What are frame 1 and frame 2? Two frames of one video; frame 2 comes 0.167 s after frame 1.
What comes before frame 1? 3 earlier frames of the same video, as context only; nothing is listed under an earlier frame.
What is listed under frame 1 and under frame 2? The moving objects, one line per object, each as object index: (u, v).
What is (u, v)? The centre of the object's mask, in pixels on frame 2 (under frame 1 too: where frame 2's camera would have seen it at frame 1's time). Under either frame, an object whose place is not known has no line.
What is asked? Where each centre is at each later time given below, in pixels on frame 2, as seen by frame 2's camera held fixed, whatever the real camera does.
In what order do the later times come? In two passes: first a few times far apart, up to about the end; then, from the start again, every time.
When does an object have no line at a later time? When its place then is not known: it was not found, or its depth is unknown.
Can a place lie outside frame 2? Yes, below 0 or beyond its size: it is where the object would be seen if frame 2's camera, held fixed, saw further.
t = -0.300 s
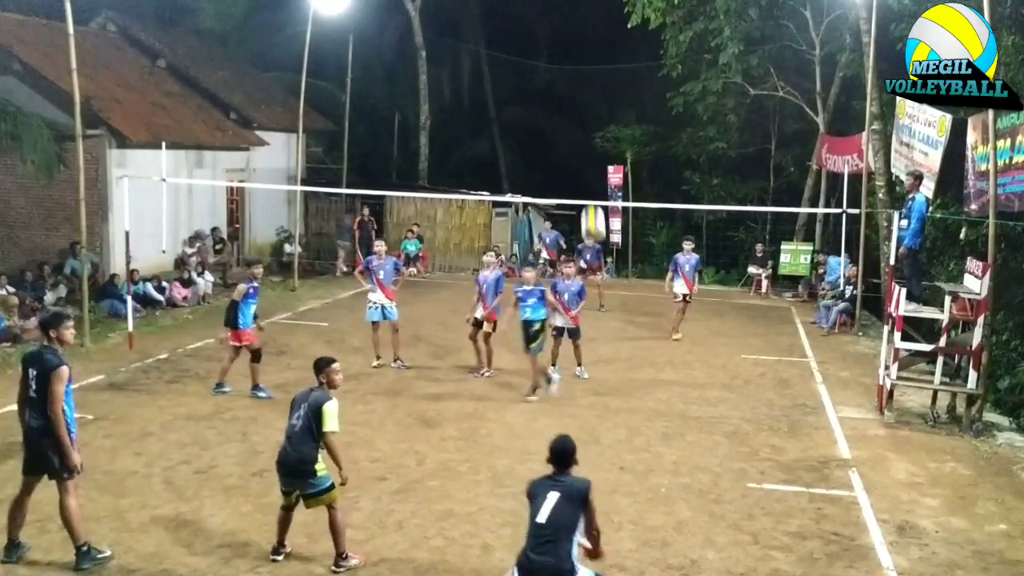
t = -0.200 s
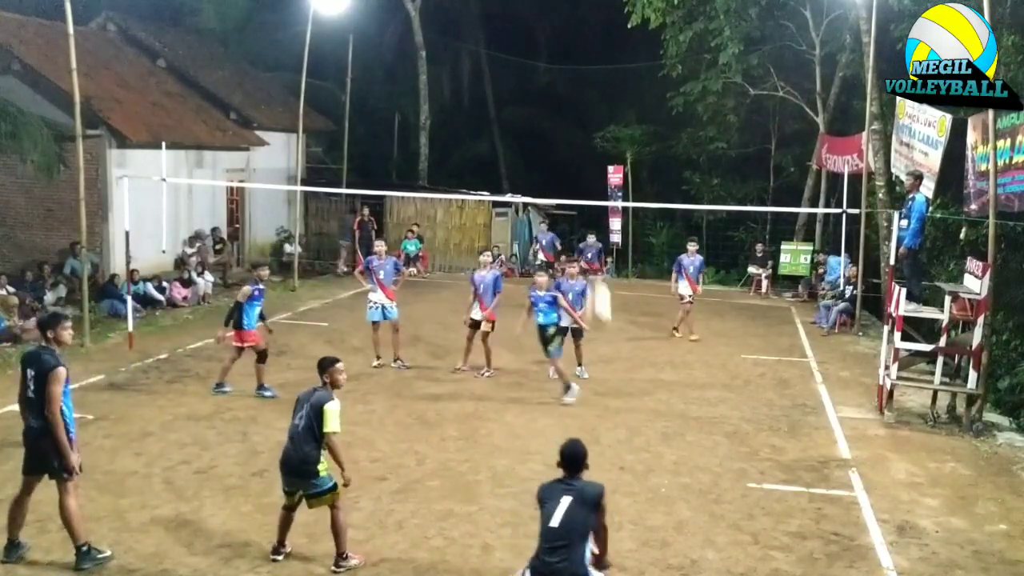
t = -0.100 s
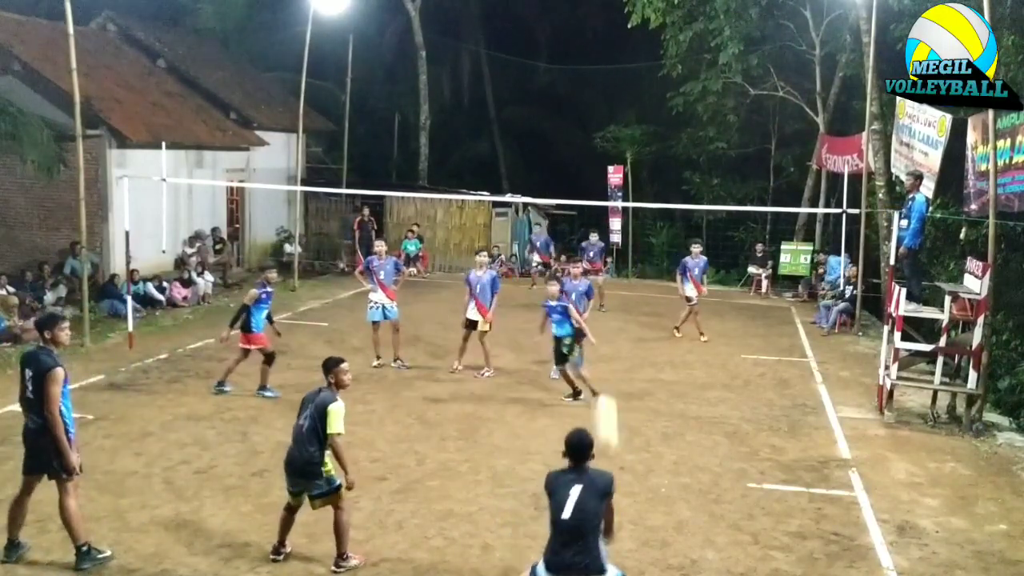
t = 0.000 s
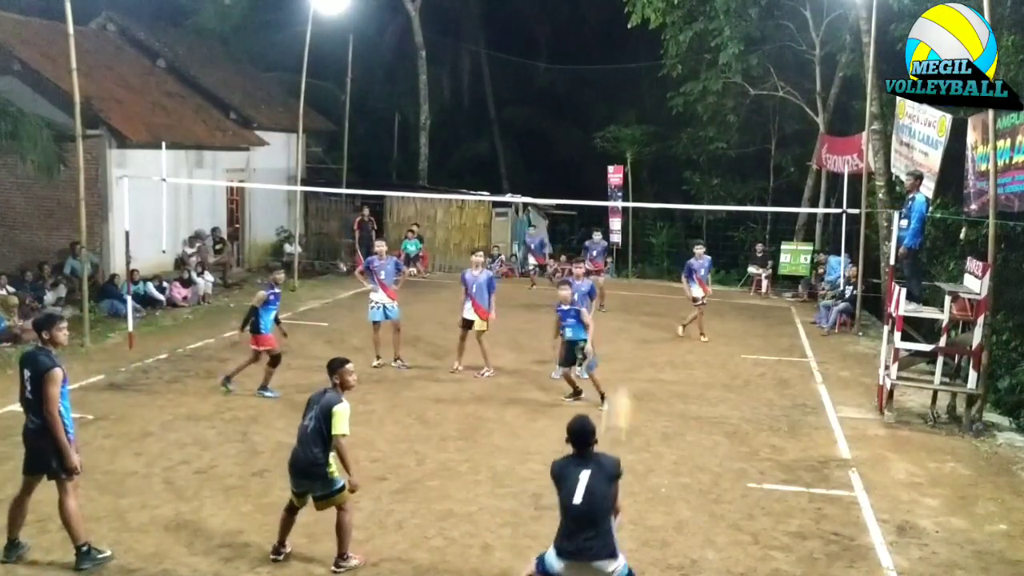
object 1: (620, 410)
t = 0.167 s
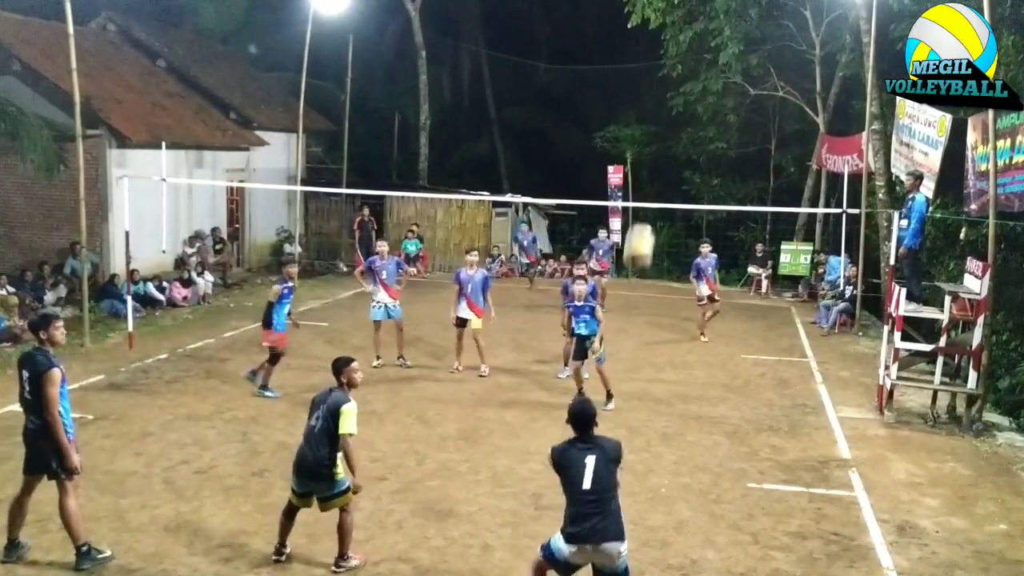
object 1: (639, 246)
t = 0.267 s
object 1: (650, 170)
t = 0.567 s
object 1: (672, 50)
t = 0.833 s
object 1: (682, 43)
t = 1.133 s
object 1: (688, 120)
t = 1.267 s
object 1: (687, 176)
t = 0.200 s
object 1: (643, 220)
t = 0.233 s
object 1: (647, 190)
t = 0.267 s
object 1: (650, 170)
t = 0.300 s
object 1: (653, 151)
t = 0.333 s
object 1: (655, 133)
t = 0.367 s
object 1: (658, 116)
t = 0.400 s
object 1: (661, 101)
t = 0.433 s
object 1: (663, 87)
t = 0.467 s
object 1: (666, 76)
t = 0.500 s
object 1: (668, 66)
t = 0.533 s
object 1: (670, 57)
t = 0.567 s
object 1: (672, 50)
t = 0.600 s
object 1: (673, 45)
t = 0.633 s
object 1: (675, 40)
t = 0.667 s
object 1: (677, 38)
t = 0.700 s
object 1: (678, 37)
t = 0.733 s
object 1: (679, 37)
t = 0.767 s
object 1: (680, 38)
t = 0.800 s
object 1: (681, 40)
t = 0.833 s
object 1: (682, 43)
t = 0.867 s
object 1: (683, 48)
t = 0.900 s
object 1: (684, 54)
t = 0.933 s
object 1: (685, 61)
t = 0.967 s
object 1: (685, 68)
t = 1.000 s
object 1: (686, 77)
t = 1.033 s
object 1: (687, 87)
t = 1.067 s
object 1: (687, 98)
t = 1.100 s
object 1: (687, 109)
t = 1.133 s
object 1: (688, 120)
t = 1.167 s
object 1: (688, 134)
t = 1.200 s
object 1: (687, 147)
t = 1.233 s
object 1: (687, 161)
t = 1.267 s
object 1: (687, 176)
